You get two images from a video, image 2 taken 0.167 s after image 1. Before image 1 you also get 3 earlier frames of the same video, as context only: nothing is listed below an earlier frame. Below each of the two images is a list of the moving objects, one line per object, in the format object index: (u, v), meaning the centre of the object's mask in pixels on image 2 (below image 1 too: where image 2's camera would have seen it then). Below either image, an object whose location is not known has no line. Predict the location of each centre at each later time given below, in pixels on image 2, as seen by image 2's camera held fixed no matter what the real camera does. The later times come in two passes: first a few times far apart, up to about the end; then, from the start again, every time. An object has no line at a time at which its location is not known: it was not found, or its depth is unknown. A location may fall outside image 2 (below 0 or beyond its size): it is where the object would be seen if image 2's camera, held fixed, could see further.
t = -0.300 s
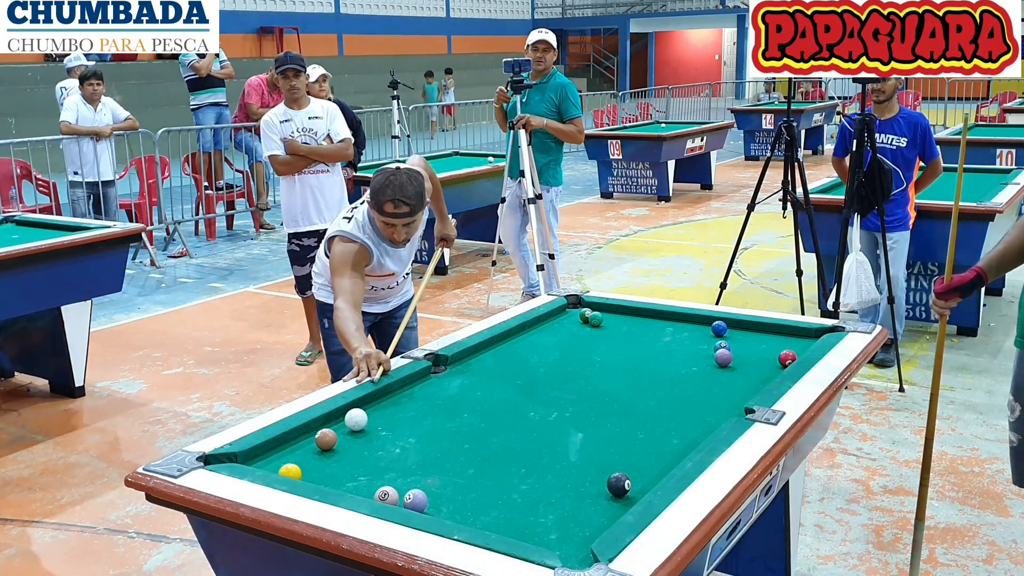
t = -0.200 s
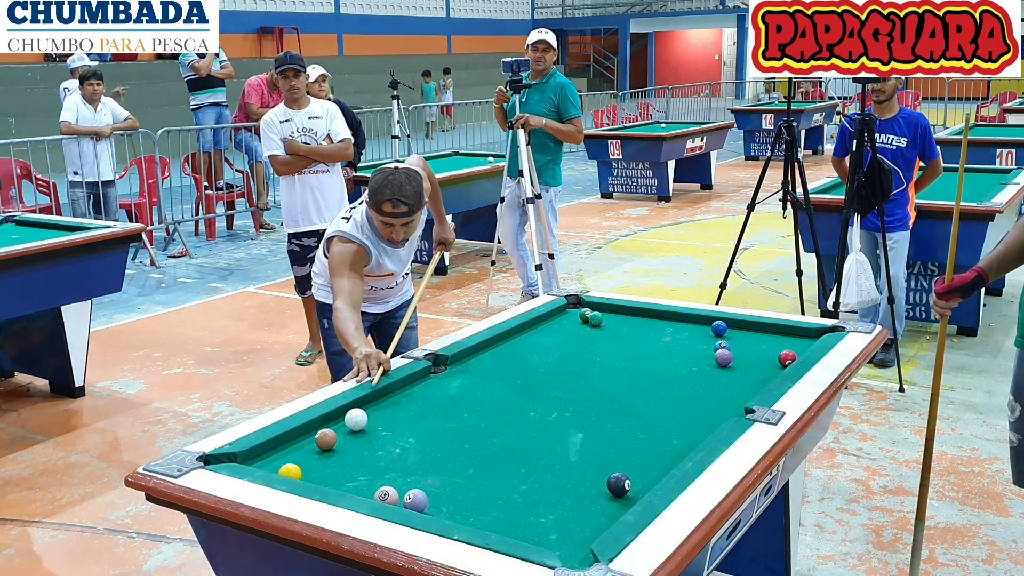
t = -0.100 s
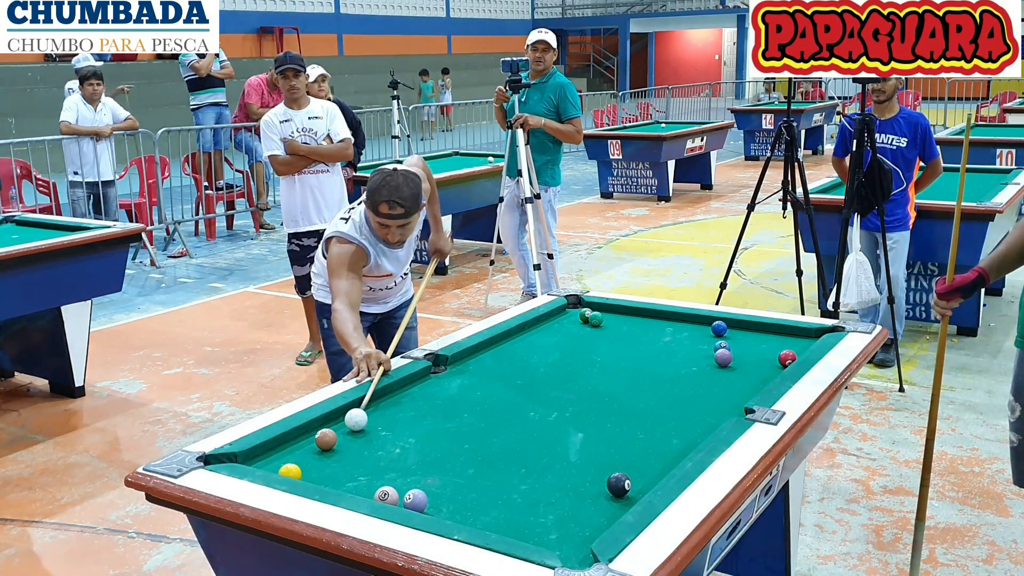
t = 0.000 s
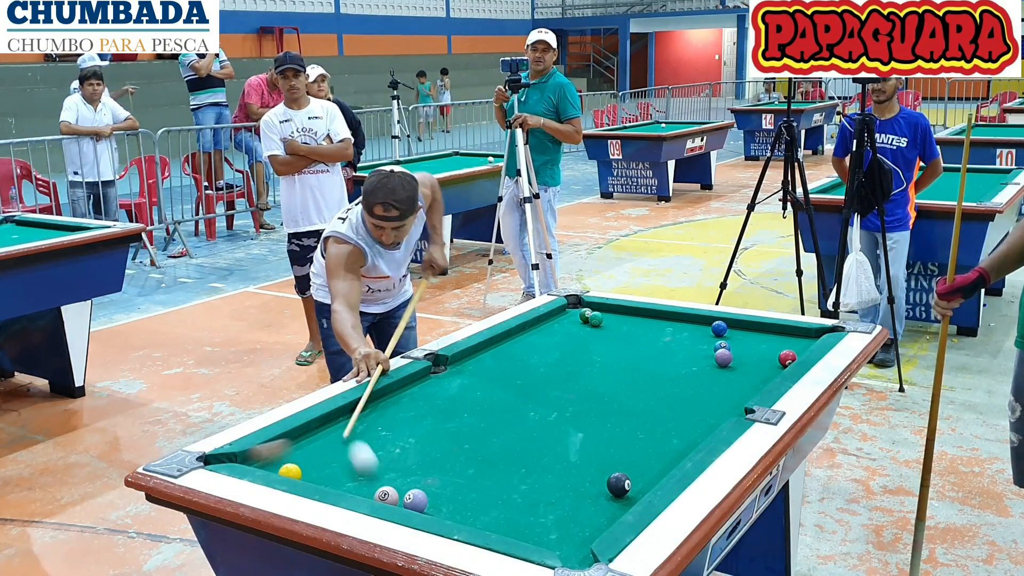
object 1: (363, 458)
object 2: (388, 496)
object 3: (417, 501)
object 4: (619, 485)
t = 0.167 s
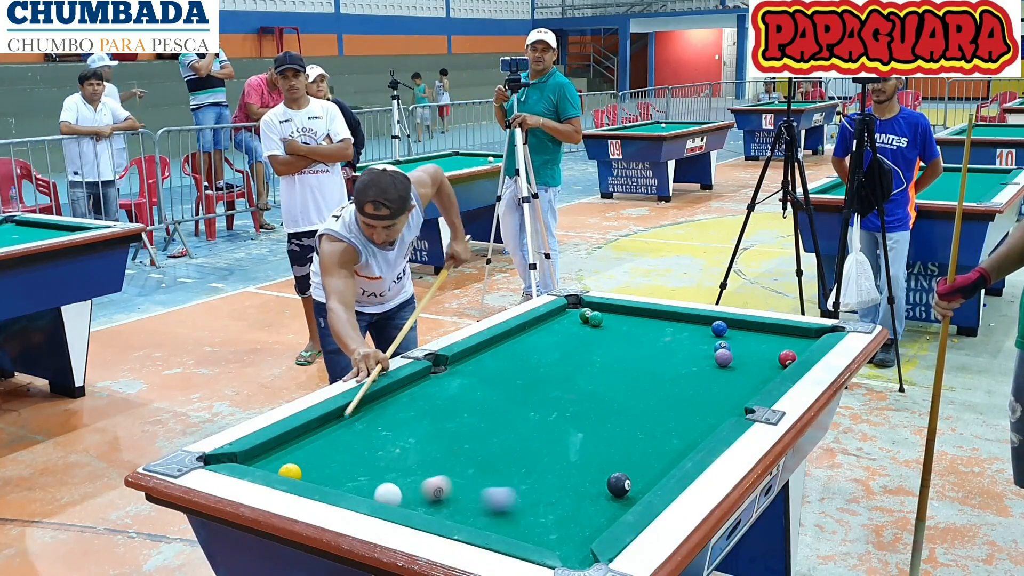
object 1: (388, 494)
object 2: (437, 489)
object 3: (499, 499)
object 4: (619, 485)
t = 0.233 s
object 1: (394, 497)
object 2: (463, 481)
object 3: (543, 498)
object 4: (619, 485)
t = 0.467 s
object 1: (419, 501)
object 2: (548, 456)
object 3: (622, 494)
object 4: (610, 475)
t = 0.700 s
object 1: (440, 504)
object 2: (623, 436)
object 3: (602, 492)
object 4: (591, 454)
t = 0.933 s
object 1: (458, 506)
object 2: (689, 418)
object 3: (585, 490)
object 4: (573, 436)
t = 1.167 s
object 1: (474, 507)
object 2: (740, 400)
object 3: (572, 489)
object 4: (559, 420)
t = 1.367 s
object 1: (485, 508)
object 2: (746, 384)
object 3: (563, 489)
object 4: (547, 409)
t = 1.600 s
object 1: (495, 509)
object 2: (750, 367)
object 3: (555, 488)
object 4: (535, 397)
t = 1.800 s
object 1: (501, 510)
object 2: (753, 354)
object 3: (550, 488)
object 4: (526, 389)
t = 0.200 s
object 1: (391, 496)
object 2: (450, 485)
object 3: (522, 499)
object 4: (619, 485)
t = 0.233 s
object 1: (394, 497)
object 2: (463, 481)
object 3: (543, 498)
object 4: (619, 485)
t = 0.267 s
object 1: (398, 497)
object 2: (476, 478)
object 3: (565, 498)
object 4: (619, 485)
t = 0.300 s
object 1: (401, 498)
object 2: (489, 474)
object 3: (586, 498)
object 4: (619, 485)
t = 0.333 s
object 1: (405, 498)
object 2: (501, 470)
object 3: (606, 497)
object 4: (620, 482)
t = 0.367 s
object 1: (408, 499)
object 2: (513, 467)
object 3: (626, 496)
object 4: (618, 480)
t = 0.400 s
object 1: (412, 499)
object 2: (525, 463)
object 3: (629, 494)
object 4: (616, 482)
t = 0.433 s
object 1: (415, 500)
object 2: (537, 460)
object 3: (625, 495)
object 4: (613, 478)
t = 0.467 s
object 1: (419, 501)
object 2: (548, 456)
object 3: (622, 494)
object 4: (610, 475)
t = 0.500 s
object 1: (422, 501)
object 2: (560, 454)
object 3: (619, 494)
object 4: (608, 472)
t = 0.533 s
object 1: (425, 502)
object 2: (571, 450)
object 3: (616, 493)
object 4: (605, 470)
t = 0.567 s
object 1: (428, 502)
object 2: (581, 447)
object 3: (613, 493)
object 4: (602, 467)
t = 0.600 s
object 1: (431, 502)
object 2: (591, 442)
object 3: (610, 493)
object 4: (599, 463)
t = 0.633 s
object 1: (434, 503)
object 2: (603, 440)
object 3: (607, 493)
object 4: (596, 460)
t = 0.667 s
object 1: (437, 503)
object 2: (613, 438)
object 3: (605, 492)
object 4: (593, 457)
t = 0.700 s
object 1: (440, 504)
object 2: (623, 436)
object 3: (602, 492)
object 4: (591, 454)
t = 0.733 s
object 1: (443, 504)
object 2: (632, 433)
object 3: (600, 492)
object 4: (588, 452)
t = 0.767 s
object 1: (445, 504)
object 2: (643, 430)
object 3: (597, 492)
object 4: (586, 449)
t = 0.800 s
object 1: (448, 505)
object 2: (652, 428)
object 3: (595, 491)
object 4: (583, 446)
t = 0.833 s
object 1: (451, 505)
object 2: (661, 425)
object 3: (592, 491)
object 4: (581, 444)
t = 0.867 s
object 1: (453, 505)
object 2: (670, 423)
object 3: (590, 491)
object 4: (578, 441)
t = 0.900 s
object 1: (456, 505)
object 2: (679, 420)
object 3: (588, 490)
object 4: (576, 438)
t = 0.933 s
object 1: (458, 506)
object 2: (689, 418)
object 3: (585, 490)
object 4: (573, 436)
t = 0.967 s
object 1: (461, 506)
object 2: (697, 415)
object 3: (583, 490)
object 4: (571, 433)
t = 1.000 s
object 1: (463, 506)
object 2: (706, 413)
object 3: (581, 490)
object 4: (569, 431)
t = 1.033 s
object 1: (465, 506)
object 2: (715, 411)
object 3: (579, 490)
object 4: (567, 429)
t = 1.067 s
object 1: (468, 507)
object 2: (723, 409)
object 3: (578, 489)
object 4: (565, 427)
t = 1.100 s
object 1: (470, 507)
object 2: (731, 406)
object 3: (576, 490)
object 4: (563, 425)
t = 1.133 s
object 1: (472, 507)
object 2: (738, 403)
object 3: (574, 489)
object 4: (561, 423)
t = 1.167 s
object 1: (474, 507)
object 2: (740, 400)
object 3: (572, 489)
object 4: (559, 420)
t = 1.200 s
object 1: (476, 507)
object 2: (741, 397)
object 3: (570, 489)
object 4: (557, 419)
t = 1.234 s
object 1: (478, 508)
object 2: (742, 394)
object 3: (569, 489)
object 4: (555, 417)
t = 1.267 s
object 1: (480, 508)
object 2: (743, 392)
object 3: (567, 489)
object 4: (553, 415)
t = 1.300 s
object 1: (482, 508)
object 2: (744, 389)
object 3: (566, 489)
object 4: (550, 413)
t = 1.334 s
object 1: (483, 508)
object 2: (745, 387)
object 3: (564, 489)
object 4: (549, 411)
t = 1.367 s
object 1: (485, 508)
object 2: (746, 384)
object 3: (563, 489)
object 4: (547, 409)
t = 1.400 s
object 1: (487, 508)
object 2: (747, 382)
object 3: (561, 488)
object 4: (546, 408)
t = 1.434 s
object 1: (488, 509)
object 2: (747, 379)
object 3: (560, 488)
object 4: (544, 406)
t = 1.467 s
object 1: (490, 509)
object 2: (748, 377)
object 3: (559, 488)
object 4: (542, 404)
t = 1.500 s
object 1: (491, 509)
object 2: (748, 374)
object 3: (558, 488)
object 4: (540, 402)
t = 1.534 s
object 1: (492, 509)
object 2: (749, 372)
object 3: (557, 488)
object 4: (538, 401)
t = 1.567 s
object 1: (494, 509)
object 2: (749, 369)
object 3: (556, 488)
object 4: (537, 399)
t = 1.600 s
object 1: (495, 509)
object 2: (750, 367)
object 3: (555, 488)
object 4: (535, 397)
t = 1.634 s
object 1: (496, 510)
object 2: (751, 365)
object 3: (554, 488)
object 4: (533, 396)
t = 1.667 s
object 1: (497, 510)
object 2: (751, 363)
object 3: (553, 488)
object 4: (532, 395)
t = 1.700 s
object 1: (498, 510)
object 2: (752, 360)
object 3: (552, 488)
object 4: (530, 393)
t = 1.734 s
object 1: (499, 510)
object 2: (752, 358)
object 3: (552, 488)
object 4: (529, 392)
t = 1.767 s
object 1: (500, 510)
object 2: (753, 356)
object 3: (551, 488)
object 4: (527, 390)
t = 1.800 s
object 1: (501, 510)
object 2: (753, 354)
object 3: (550, 488)
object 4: (526, 389)
